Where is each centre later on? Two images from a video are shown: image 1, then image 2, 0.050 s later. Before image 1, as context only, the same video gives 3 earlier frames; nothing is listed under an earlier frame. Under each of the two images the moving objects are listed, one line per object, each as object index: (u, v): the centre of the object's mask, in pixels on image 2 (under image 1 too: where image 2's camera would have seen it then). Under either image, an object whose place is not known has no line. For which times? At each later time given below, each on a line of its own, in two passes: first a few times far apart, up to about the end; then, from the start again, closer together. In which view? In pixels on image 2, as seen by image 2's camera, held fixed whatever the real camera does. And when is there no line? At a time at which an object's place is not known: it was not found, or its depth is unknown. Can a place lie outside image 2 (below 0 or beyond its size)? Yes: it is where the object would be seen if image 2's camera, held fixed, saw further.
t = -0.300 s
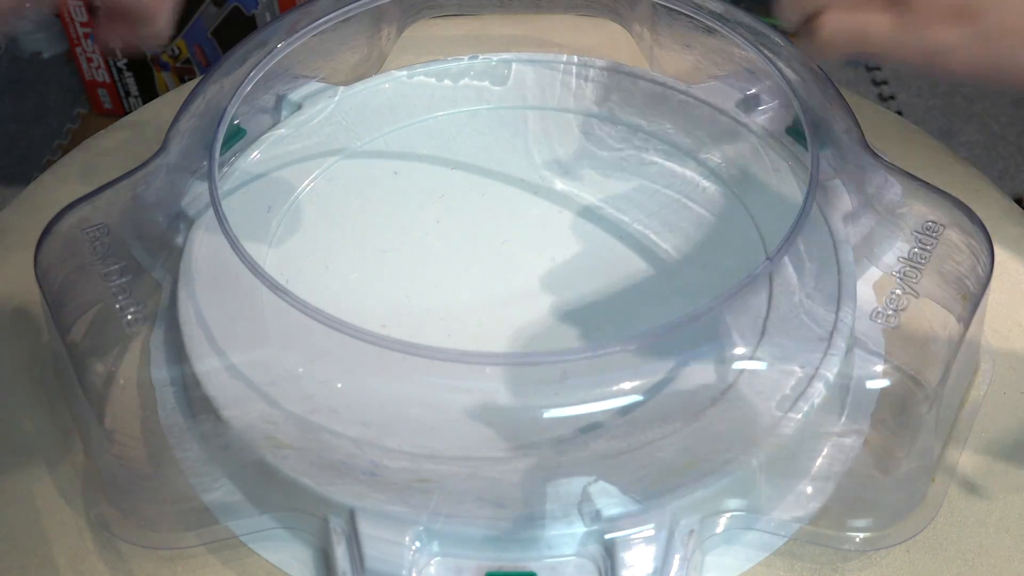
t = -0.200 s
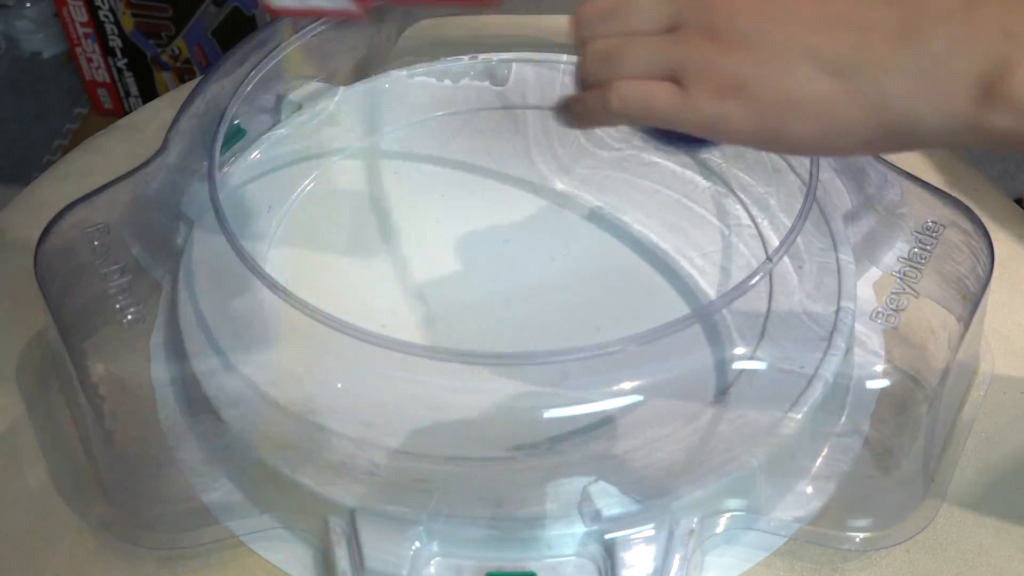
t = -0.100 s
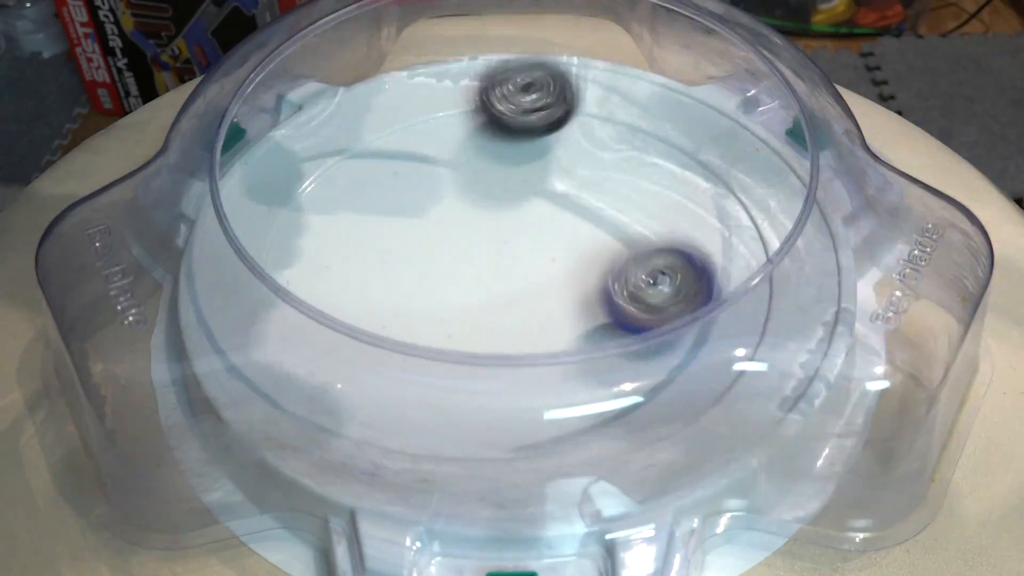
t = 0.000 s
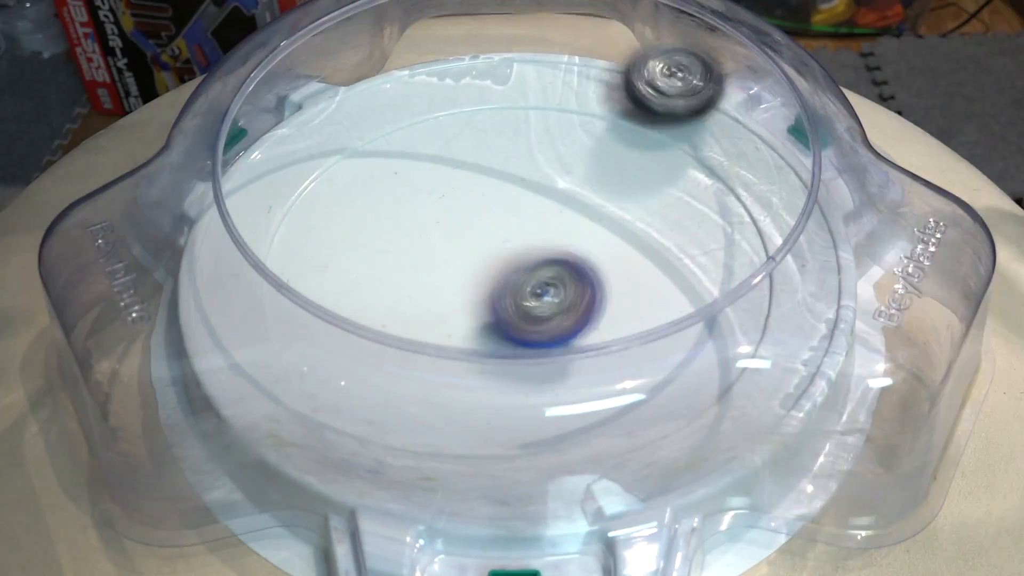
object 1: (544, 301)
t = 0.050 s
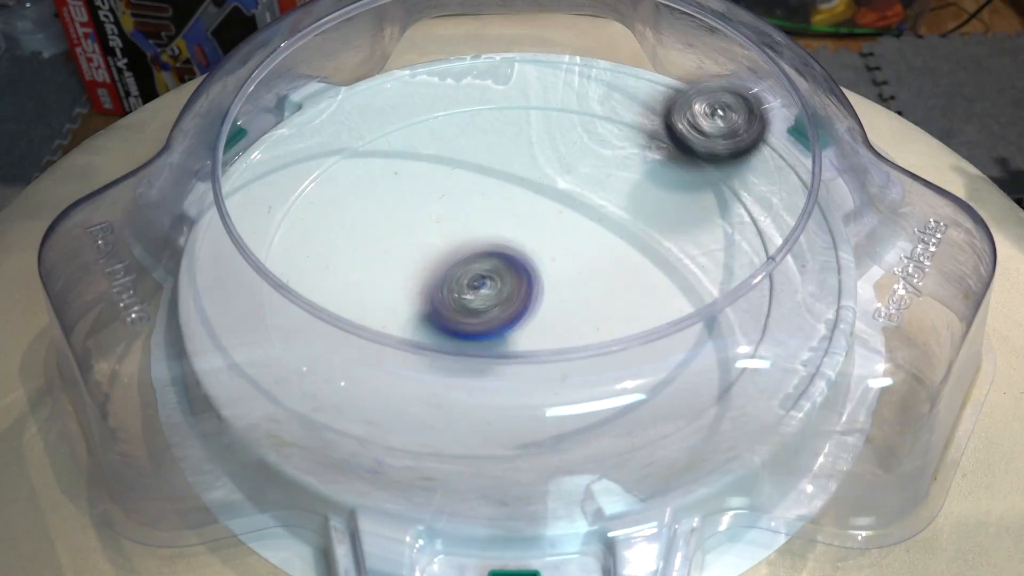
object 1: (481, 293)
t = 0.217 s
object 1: (319, 217)
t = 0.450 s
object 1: (361, 128)
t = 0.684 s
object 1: (605, 135)
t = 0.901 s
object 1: (741, 363)
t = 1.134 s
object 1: (390, 423)
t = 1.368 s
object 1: (288, 258)
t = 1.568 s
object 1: (440, 103)
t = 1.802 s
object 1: (743, 195)
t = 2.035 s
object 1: (495, 424)
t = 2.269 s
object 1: (295, 194)
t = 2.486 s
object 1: (582, 81)
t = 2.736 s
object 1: (616, 290)
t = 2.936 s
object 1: (328, 107)
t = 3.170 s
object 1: (420, 204)
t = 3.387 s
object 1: (557, 311)
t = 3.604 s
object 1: (532, 325)
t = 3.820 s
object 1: (371, 269)
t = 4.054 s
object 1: (390, 112)
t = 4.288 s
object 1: (556, 114)
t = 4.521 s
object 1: (606, 264)
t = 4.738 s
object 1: (414, 200)
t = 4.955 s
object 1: (412, 139)
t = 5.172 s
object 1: (640, 130)
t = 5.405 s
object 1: (732, 243)
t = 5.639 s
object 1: (608, 372)
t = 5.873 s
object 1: (483, 422)
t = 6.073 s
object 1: (399, 307)
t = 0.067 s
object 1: (460, 292)
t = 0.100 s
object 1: (420, 277)
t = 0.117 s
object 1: (402, 271)
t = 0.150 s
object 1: (368, 254)
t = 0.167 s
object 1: (354, 243)
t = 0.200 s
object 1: (329, 225)
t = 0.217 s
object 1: (319, 217)
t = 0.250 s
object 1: (304, 198)
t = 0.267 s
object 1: (299, 190)
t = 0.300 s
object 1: (298, 171)
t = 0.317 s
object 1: (301, 166)
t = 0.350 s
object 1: (310, 156)
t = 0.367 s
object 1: (316, 151)
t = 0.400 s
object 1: (331, 140)
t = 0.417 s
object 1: (339, 135)
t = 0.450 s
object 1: (361, 128)
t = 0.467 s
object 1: (375, 125)
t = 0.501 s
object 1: (404, 122)
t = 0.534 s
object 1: (436, 120)
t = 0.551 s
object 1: (454, 121)
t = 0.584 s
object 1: (490, 121)
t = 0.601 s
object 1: (509, 122)
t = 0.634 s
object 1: (547, 124)
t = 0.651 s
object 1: (567, 127)
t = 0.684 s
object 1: (605, 135)
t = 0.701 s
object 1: (623, 142)
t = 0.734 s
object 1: (655, 159)
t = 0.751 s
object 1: (667, 169)
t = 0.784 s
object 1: (689, 192)
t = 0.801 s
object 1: (698, 206)
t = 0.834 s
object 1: (711, 239)
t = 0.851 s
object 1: (730, 272)
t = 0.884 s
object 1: (746, 334)
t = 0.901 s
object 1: (741, 363)
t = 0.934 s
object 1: (714, 403)
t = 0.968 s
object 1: (653, 393)
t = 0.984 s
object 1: (627, 394)
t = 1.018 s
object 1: (564, 368)
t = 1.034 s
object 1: (534, 362)
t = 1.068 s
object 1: (490, 387)
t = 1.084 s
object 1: (464, 410)
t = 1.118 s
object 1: (414, 421)
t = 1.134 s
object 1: (390, 423)
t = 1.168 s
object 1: (355, 422)
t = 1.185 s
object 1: (343, 413)
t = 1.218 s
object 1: (323, 387)
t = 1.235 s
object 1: (313, 376)
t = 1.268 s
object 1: (292, 352)
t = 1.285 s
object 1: (287, 338)
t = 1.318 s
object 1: (280, 311)
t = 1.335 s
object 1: (281, 295)
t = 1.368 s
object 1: (288, 258)
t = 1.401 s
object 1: (291, 227)
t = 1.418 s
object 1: (295, 211)
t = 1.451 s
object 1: (309, 175)
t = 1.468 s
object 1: (320, 160)
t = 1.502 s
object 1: (348, 131)
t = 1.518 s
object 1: (369, 122)
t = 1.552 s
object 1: (415, 108)
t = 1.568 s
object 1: (440, 103)
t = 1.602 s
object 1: (489, 96)
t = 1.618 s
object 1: (515, 95)
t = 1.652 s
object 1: (565, 95)
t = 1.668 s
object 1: (591, 98)
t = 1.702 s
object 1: (638, 109)
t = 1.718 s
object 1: (658, 118)
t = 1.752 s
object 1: (700, 144)
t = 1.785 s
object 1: (731, 176)
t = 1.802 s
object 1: (743, 195)
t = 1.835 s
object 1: (755, 233)
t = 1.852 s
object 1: (760, 255)
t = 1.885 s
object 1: (751, 300)
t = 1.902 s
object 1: (740, 326)
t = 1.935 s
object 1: (701, 369)
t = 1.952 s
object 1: (675, 387)
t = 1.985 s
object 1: (610, 411)
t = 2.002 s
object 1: (573, 419)
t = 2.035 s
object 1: (495, 424)
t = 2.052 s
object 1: (461, 422)
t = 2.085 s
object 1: (387, 406)
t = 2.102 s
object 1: (360, 387)
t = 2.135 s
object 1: (304, 352)
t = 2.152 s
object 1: (282, 333)
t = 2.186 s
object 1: (276, 290)
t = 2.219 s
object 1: (279, 248)
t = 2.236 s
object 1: (285, 229)
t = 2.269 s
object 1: (295, 194)
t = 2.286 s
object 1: (304, 176)
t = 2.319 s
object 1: (332, 145)
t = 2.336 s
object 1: (350, 131)
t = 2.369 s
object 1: (389, 106)
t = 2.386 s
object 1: (415, 96)
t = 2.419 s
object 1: (466, 84)
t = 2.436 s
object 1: (493, 80)
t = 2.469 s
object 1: (551, 79)
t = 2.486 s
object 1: (582, 81)
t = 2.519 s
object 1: (640, 98)
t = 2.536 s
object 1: (669, 111)
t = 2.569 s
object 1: (720, 144)
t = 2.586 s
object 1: (739, 163)
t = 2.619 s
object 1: (757, 214)
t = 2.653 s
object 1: (772, 277)
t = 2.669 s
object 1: (760, 307)
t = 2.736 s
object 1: (616, 290)
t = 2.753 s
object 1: (580, 274)
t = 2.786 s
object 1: (515, 243)
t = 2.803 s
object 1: (487, 227)
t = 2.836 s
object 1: (431, 194)
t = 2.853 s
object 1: (408, 177)
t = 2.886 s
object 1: (362, 143)
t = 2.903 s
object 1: (346, 128)
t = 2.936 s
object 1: (328, 107)
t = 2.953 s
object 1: (322, 102)
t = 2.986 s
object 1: (327, 111)
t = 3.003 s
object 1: (334, 113)
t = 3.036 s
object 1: (349, 126)
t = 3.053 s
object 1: (358, 131)
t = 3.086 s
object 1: (379, 147)
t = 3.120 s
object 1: (392, 167)
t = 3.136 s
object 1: (399, 178)
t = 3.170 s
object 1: (420, 204)
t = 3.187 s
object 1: (431, 215)
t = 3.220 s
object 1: (455, 238)
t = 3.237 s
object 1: (466, 249)
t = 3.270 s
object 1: (491, 270)
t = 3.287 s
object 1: (503, 277)
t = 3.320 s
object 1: (524, 292)
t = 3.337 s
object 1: (534, 299)
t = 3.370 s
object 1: (551, 309)
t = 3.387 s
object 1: (557, 311)
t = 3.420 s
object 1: (565, 314)
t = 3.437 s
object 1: (568, 316)
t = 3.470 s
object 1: (570, 320)
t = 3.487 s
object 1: (569, 321)
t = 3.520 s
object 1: (564, 322)
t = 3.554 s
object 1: (554, 324)
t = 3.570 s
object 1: (548, 324)
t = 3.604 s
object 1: (532, 325)
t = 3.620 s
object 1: (523, 325)
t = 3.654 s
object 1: (502, 324)
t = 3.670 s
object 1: (490, 323)
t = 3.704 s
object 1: (461, 319)
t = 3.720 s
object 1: (447, 316)
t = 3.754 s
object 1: (420, 306)
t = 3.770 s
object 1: (406, 299)
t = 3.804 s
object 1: (381, 281)
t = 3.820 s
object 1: (371, 269)
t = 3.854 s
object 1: (359, 246)
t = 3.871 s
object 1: (356, 236)
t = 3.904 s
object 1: (346, 205)
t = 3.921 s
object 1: (344, 190)
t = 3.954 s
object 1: (345, 165)
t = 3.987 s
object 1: (354, 143)
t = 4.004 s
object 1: (361, 134)
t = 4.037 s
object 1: (380, 119)
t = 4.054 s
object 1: (390, 112)
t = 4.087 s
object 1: (418, 105)
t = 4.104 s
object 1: (432, 102)
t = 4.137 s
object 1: (464, 98)
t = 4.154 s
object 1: (480, 98)
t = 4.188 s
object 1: (496, 81)
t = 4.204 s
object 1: (506, 80)
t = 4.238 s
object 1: (525, 94)
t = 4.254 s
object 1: (536, 100)
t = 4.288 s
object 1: (556, 114)
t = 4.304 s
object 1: (567, 121)
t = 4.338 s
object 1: (589, 136)
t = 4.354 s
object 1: (599, 145)
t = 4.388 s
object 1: (613, 166)
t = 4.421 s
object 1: (623, 191)
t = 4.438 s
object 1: (625, 203)
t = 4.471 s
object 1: (623, 230)
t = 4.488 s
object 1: (620, 243)
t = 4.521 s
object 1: (606, 264)
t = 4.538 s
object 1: (598, 273)
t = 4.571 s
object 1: (569, 271)
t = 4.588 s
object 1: (548, 261)
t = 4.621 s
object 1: (514, 250)
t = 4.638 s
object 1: (495, 241)
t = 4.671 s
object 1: (464, 228)
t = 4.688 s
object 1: (448, 219)
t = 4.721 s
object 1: (423, 208)
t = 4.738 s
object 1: (414, 200)
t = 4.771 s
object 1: (397, 188)
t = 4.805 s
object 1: (389, 178)
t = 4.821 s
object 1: (386, 170)
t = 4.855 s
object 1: (385, 162)
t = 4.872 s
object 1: (386, 155)
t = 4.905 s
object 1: (392, 147)
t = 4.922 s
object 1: (397, 143)
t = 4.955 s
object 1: (412, 139)
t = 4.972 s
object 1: (421, 137)
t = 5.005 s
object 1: (441, 137)
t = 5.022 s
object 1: (454, 140)
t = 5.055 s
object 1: (490, 136)
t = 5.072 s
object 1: (514, 134)
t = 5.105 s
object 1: (560, 128)
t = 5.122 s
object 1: (582, 125)
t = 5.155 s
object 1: (623, 126)
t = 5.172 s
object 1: (640, 130)
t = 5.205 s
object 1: (673, 137)
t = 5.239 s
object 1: (700, 149)
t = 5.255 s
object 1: (710, 156)
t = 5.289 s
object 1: (726, 174)
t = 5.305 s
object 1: (732, 184)
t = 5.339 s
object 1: (739, 205)
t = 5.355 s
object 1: (741, 215)
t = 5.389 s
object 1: (736, 234)
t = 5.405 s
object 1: (732, 243)
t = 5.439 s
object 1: (731, 266)
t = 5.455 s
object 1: (726, 276)
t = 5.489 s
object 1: (714, 298)
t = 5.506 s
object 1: (712, 316)
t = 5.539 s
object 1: (691, 329)
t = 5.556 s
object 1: (678, 338)
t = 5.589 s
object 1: (654, 357)
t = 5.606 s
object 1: (645, 371)
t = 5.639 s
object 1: (608, 372)
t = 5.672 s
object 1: (603, 401)
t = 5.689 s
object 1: (601, 414)
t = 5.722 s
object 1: (602, 442)
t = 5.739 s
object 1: (591, 442)
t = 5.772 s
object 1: (563, 442)
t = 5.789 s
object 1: (550, 440)
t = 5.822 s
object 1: (523, 434)
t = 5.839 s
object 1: (510, 431)
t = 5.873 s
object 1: (483, 422)
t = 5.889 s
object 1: (472, 417)
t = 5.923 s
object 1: (446, 403)
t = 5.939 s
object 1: (435, 397)
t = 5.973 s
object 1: (414, 382)
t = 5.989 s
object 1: (408, 368)
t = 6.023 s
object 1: (400, 342)
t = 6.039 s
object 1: (397, 332)
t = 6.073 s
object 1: (399, 307)
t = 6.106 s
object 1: (394, 291)
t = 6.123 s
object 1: (396, 283)
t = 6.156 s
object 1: (403, 263)
